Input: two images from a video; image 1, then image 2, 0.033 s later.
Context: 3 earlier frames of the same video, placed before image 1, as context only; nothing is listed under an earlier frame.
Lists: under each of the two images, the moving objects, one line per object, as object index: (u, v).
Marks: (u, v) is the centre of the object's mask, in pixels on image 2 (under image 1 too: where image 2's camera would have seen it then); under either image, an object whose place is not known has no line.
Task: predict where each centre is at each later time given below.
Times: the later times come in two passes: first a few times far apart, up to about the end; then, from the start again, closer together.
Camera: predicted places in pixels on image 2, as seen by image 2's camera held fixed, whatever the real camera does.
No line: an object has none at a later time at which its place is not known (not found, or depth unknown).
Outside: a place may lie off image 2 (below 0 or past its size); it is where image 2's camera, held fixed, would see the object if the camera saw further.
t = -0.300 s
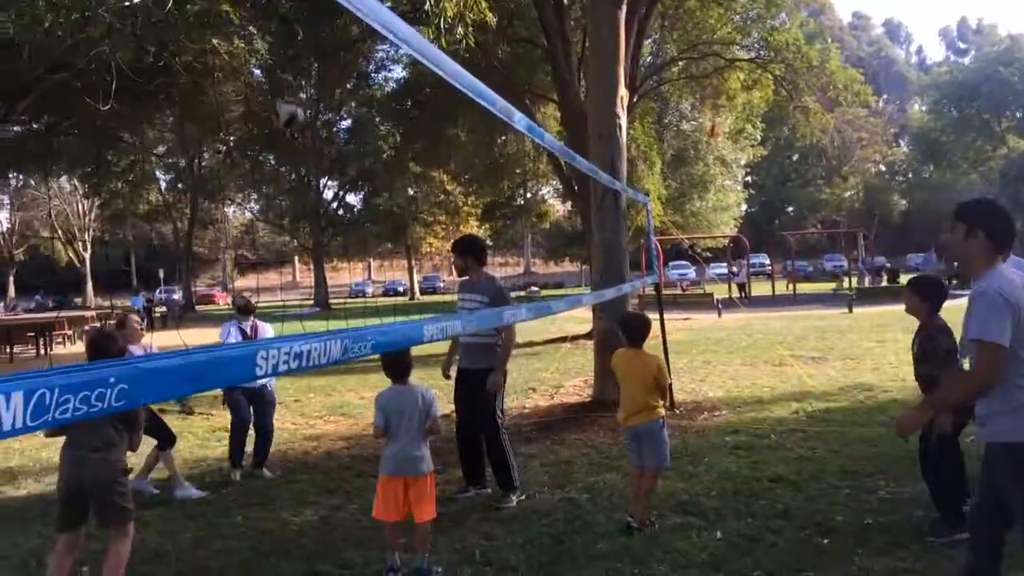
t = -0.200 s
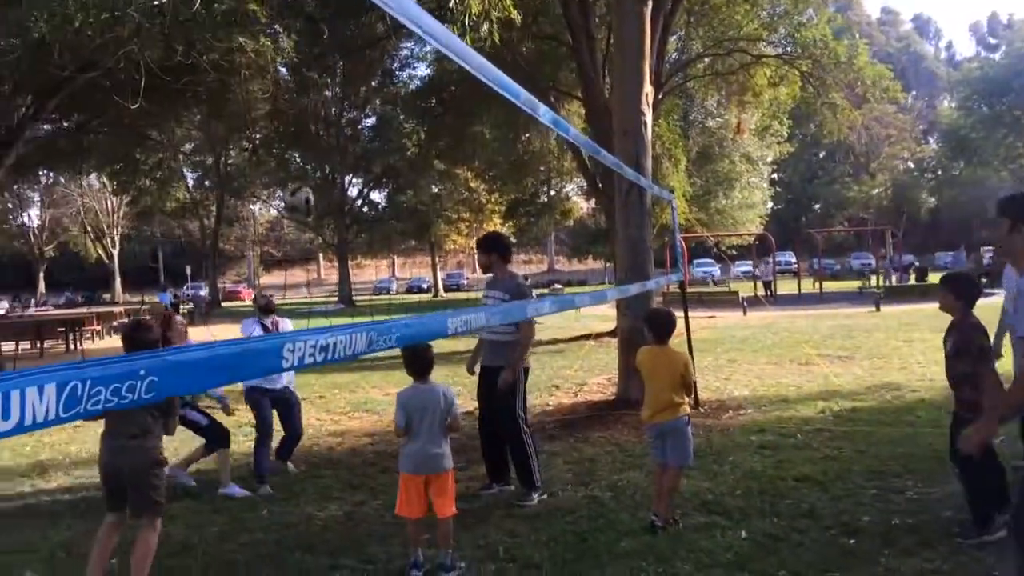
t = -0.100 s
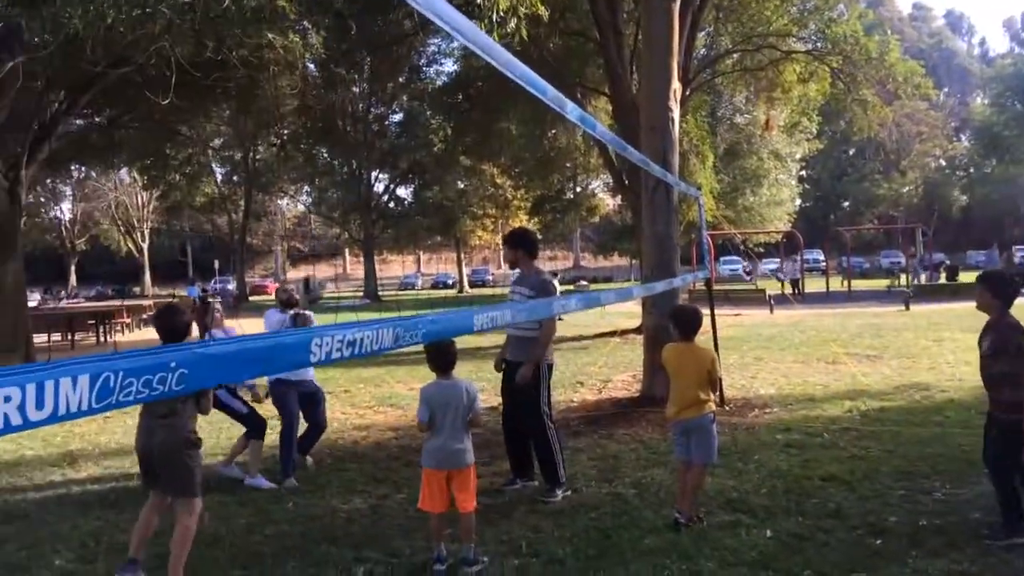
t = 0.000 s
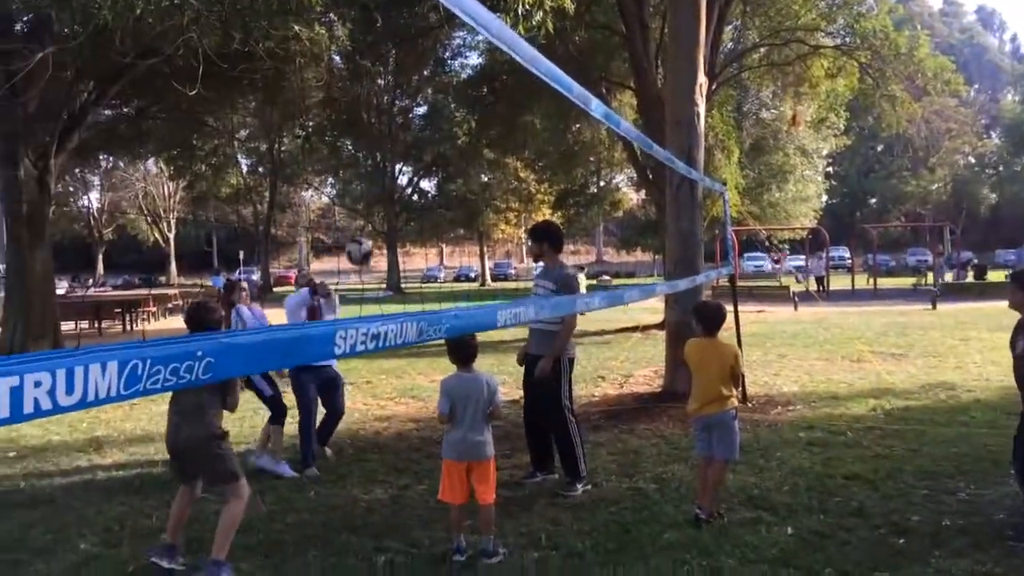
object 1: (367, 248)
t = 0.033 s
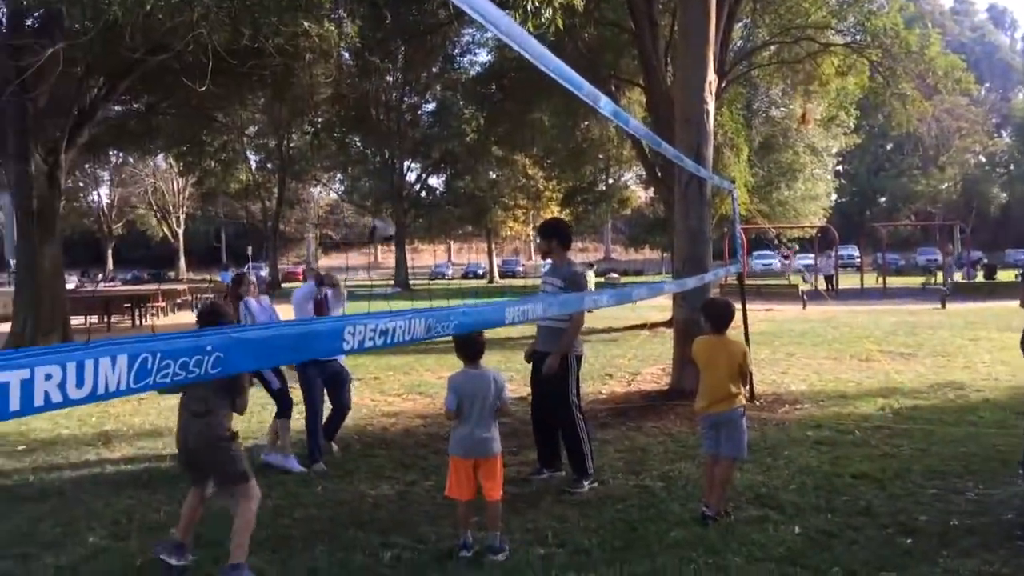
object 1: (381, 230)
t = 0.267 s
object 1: (484, 138)
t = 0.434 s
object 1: (579, 115)
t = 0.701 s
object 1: (736, 140)
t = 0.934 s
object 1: (877, 271)
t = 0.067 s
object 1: (393, 215)
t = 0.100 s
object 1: (406, 199)
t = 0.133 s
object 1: (421, 186)
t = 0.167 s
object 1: (436, 173)
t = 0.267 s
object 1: (484, 138)
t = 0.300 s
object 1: (502, 132)
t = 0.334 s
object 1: (519, 122)
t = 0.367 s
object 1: (537, 119)
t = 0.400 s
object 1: (558, 115)
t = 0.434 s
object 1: (579, 115)
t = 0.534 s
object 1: (651, 114)
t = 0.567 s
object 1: (667, 121)
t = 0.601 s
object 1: (682, 123)
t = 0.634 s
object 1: (701, 125)
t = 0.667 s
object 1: (718, 130)
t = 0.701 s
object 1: (736, 140)
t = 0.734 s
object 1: (756, 150)
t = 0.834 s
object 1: (812, 197)
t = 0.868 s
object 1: (834, 218)
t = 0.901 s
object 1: (856, 242)
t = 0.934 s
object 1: (877, 271)
